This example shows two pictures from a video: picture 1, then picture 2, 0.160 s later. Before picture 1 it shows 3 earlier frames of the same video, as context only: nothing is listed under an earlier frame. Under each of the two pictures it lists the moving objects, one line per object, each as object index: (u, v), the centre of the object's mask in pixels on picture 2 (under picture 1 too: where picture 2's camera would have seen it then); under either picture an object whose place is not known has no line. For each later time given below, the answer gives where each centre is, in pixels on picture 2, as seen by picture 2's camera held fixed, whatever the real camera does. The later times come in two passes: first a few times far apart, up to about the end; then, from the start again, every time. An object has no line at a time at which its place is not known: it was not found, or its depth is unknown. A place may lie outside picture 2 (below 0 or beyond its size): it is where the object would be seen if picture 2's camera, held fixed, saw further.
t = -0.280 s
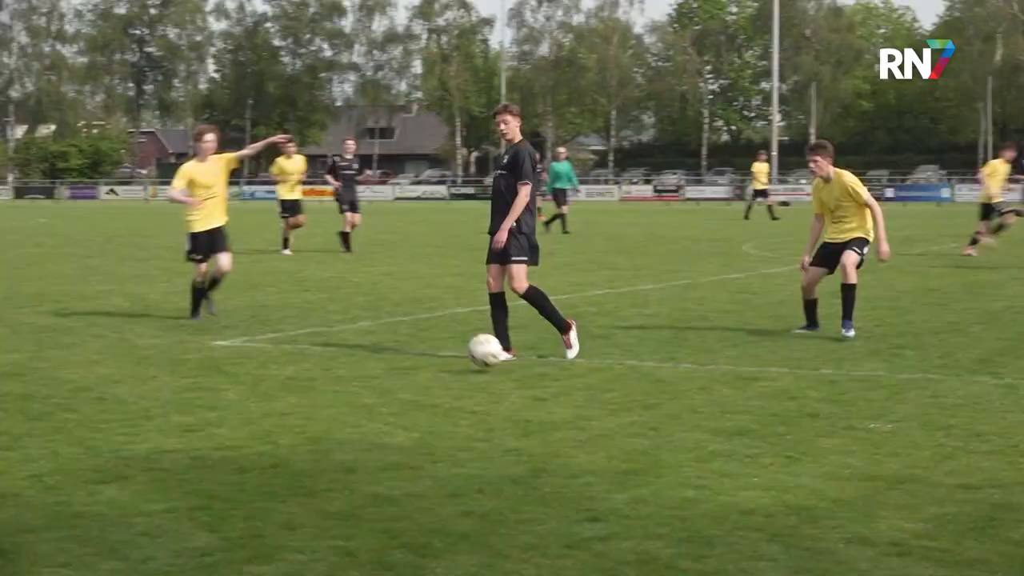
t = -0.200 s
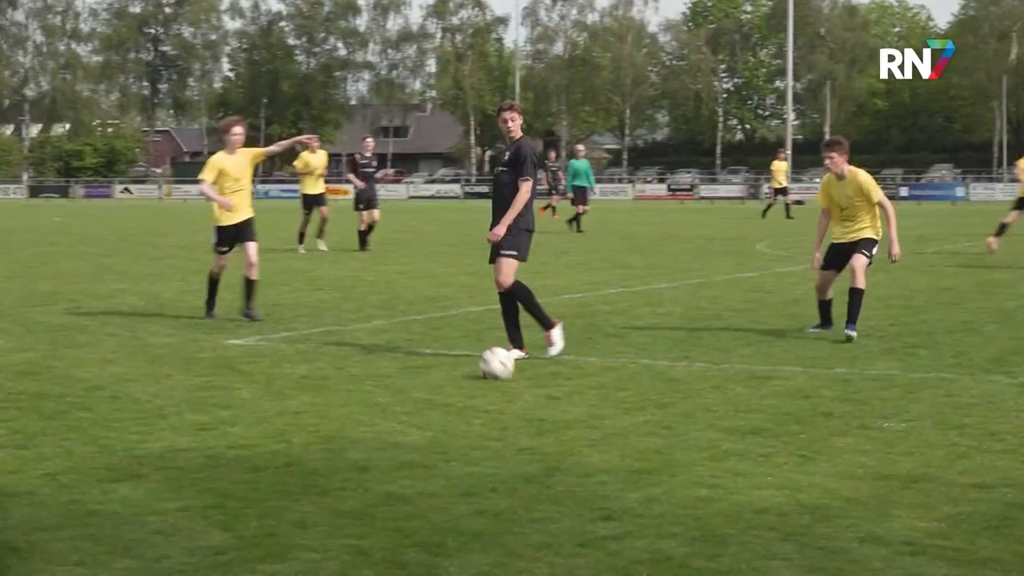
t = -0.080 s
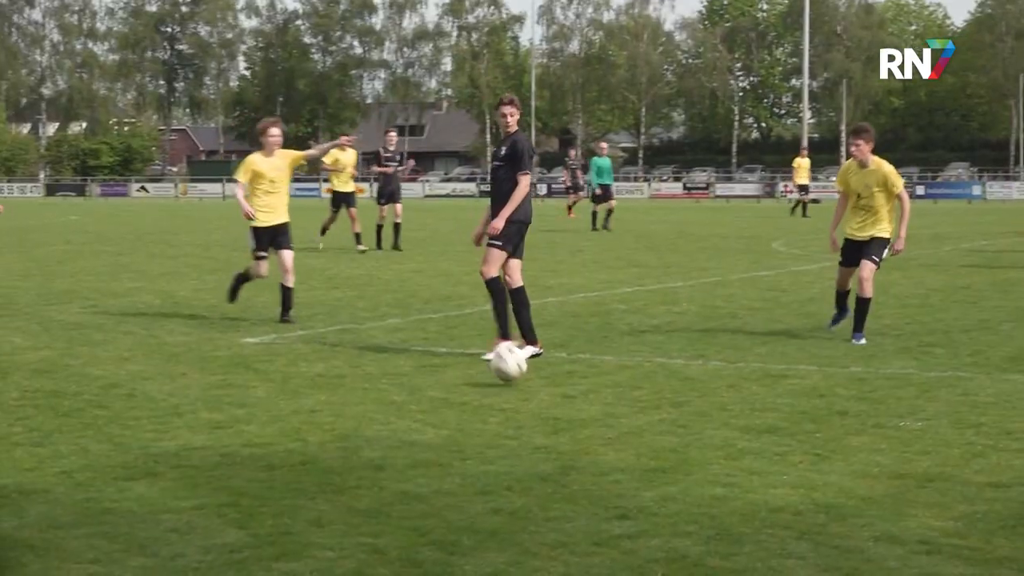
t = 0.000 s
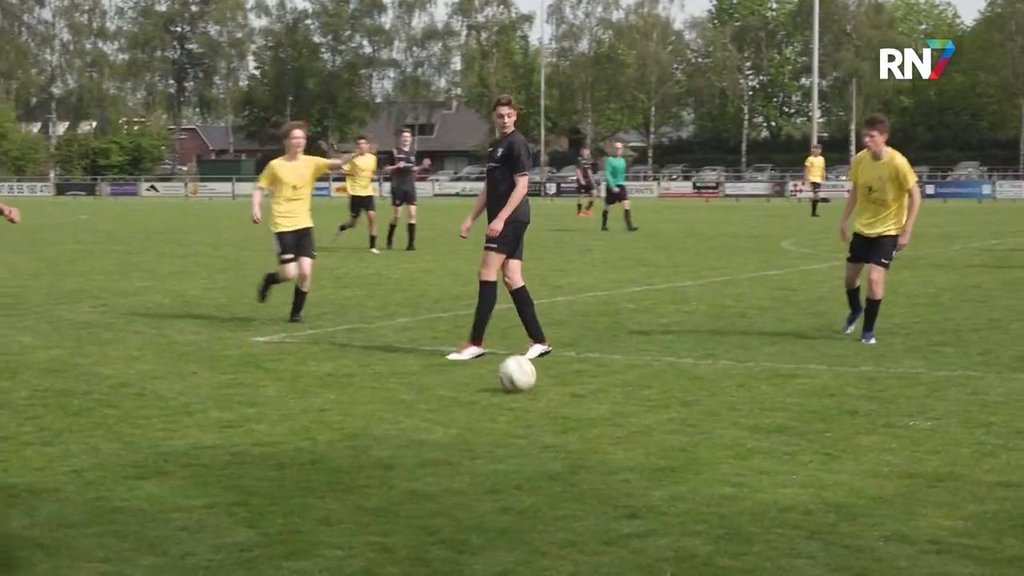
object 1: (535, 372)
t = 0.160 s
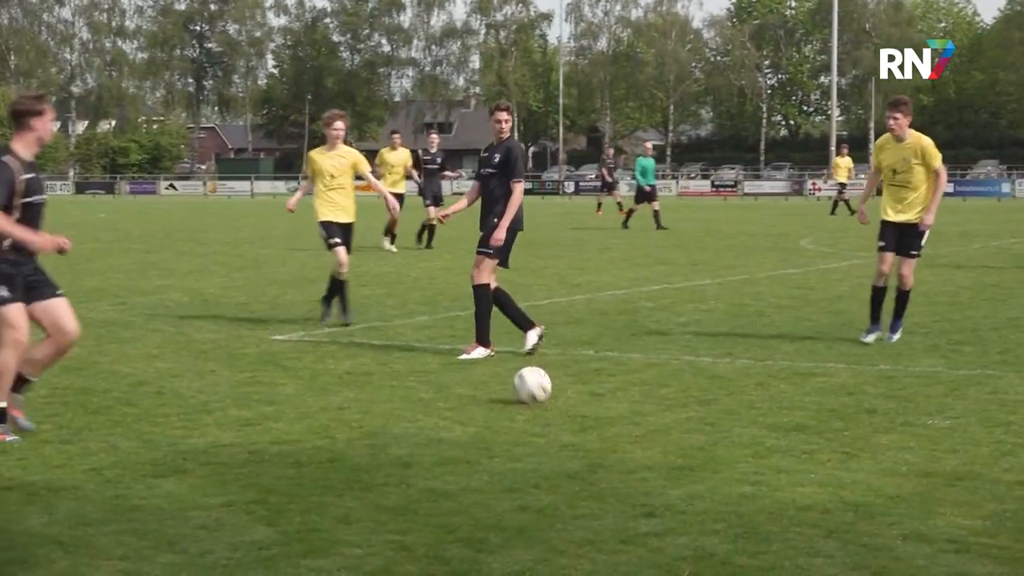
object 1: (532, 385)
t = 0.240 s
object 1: (529, 389)
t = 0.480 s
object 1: (526, 407)
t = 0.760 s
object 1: (519, 430)
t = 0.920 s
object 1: (516, 444)
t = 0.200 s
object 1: (530, 387)
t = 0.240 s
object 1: (529, 389)
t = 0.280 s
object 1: (528, 392)
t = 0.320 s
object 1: (527, 396)
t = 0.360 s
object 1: (527, 398)
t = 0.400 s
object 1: (526, 401)
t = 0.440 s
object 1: (526, 405)
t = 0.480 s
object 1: (526, 407)
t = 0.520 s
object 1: (525, 411)
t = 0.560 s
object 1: (524, 414)
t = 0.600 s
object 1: (523, 417)
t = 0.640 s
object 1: (522, 421)
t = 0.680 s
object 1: (522, 424)
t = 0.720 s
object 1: (521, 428)
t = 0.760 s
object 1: (519, 430)
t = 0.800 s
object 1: (519, 433)
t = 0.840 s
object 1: (518, 436)
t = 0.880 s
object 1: (517, 440)
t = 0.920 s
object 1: (516, 444)
